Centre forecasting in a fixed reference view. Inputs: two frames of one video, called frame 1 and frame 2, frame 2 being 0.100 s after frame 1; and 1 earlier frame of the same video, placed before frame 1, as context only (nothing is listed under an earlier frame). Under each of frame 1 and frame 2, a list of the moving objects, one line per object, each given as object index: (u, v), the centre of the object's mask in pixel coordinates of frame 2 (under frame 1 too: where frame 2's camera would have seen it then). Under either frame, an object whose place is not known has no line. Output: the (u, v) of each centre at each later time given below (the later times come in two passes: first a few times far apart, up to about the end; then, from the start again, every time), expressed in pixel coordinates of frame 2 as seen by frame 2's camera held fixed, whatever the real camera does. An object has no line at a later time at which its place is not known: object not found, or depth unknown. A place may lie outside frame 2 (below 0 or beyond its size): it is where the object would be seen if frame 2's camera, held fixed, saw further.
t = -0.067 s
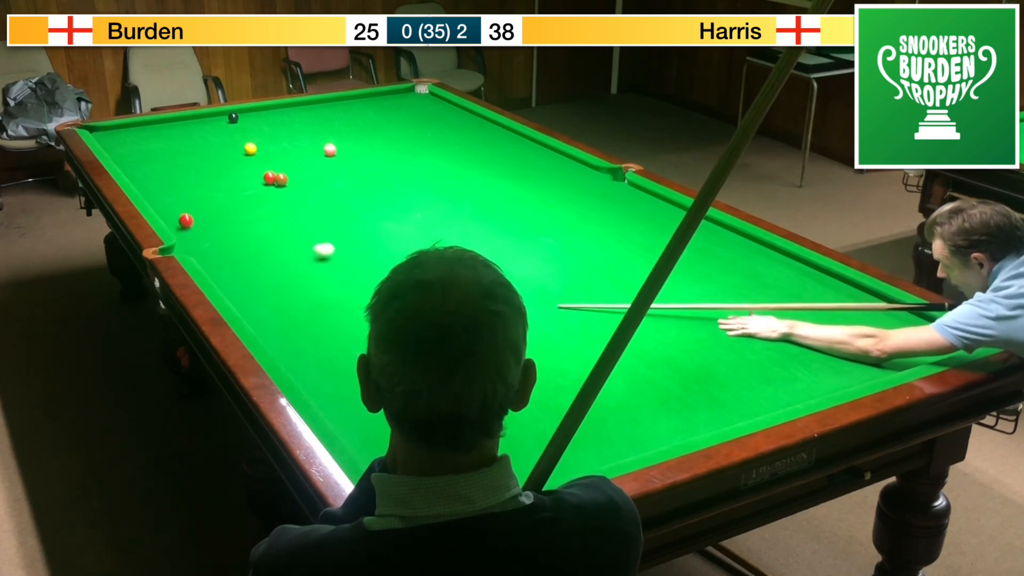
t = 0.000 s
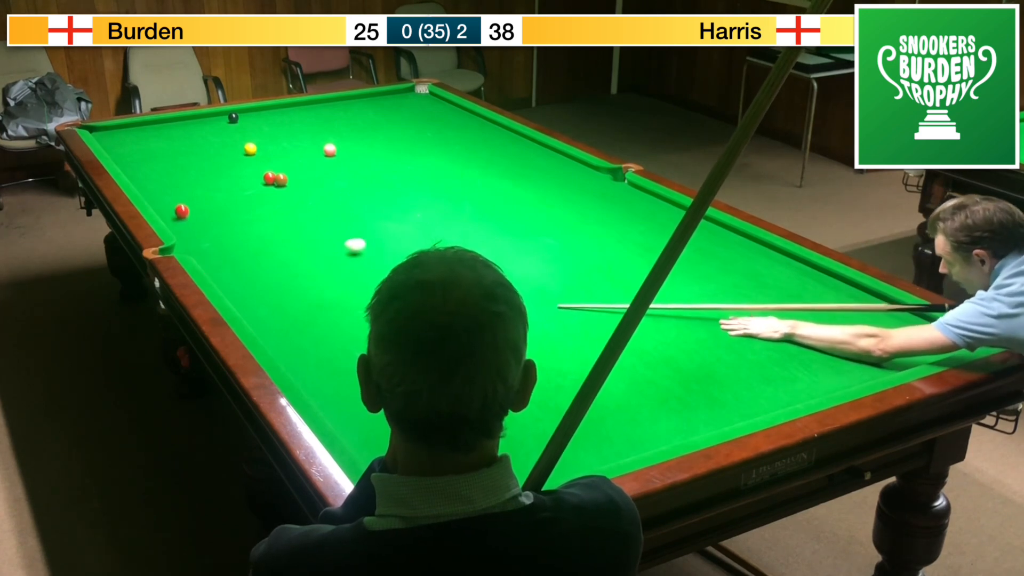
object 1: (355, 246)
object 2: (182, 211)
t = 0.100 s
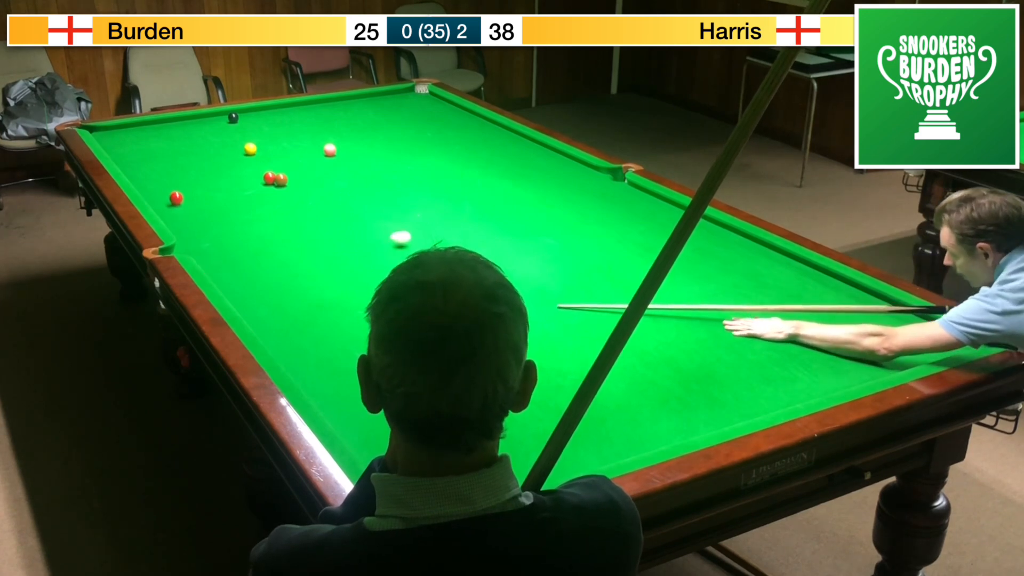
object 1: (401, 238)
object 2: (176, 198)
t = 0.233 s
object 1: (459, 229)
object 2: (169, 182)
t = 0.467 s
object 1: (553, 214)
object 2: (159, 157)
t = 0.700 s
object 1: (639, 199)
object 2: (150, 136)
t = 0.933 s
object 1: (612, 207)
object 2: (150, 126)
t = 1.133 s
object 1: (569, 217)
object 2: (166, 135)
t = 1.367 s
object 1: (519, 229)
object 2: (185, 145)
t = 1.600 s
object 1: (467, 241)
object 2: (205, 156)
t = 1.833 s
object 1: (414, 253)
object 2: (226, 167)
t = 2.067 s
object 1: (359, 267)
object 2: (247, 178)
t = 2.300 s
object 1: (303, 280)
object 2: (269, 190)
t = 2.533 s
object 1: (245, 293)
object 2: (292, 202)
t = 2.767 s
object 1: (264, 291)
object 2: (314, 214)
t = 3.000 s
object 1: (300, 285)
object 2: (338, 226)
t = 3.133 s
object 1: (320, 282)
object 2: (351, 233)
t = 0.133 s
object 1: (416, 236)
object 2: (174, 193)
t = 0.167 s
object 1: (430, 234)
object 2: (173, 189)
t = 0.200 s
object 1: (444, 231)
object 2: (171, 185)
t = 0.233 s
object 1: (459, 229)
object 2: (169, 182)
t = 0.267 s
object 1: (472, 227)
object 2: (168, 178)
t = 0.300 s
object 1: (486, 225)
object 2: (166, 174)
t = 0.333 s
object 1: (500, 222)
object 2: (164, 170)
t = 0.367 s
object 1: (513, 220)
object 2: (163, 167)
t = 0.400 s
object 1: (526, 218)
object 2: (162, 164)
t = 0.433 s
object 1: (540, 216)
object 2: (160, 160)
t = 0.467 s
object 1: (553, 214)
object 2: (159, 157)
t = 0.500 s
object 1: (565, 212)
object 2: (157, 154)
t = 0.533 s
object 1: (578, 209)
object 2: (156, 151)
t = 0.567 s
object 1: (590, 207)
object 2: (155, 148)
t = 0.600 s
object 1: (603, 205)
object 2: (154, 145)
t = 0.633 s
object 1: (615, 203)
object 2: (152, 142)
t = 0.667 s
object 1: (627, 201)
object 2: (151, 139)
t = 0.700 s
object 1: (639, 199)
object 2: (150, 136)
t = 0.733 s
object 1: (651, 197)
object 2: (149, 133)
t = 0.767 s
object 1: (652, 197)
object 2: (148, 130)
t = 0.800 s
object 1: (643, 199)
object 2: (147, 128)
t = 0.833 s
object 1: (634, 201)
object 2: (146, 125)
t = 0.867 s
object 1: (627, 203)
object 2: (145, 123)
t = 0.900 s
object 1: (619, 205)
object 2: (147, 124)
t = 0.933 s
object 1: (612, 207)
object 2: (150, 126)
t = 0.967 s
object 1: (605, 208)
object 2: (152, 127)
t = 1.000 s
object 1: (598, 210)
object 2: (155, 129)
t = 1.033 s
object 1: (591, 212)
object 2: (158, 130)
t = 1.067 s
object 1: (584, 214)
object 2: (161, 132)
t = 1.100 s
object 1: (577, 215)
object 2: (163, 133)
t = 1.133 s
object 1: (569, 217)
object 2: (166, 135)
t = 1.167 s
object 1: (562, 219)
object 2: (169, 136)
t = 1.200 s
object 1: (555, 220)
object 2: (172, 138)
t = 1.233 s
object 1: (548, 222)
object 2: (174, 139)
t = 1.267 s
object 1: (541, 224)
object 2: (177, 141)
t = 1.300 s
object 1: (534, 226)
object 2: (180, 142)
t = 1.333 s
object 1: (526, 227)
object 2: (183, 144)
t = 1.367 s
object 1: (519, 229)
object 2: (185, 145)
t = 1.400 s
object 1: (512, 231)
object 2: (188, 147)
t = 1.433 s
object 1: (505, 233)
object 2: (191, 148)
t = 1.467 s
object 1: (497, 234)
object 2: (194, 150)
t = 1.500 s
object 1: (490, 236)
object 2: (197, 151)
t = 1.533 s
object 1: (482, 238)
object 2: (200, 153)
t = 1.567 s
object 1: (475, 240)
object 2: (203, 154)
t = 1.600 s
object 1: (467, 241)
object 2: (205, 156)
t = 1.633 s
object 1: (460, 243)
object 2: (208, 157)
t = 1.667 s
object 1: (453, 244)
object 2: (211, 159)
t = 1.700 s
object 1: (445, 245)
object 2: (214, 160)
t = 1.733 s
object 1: (437, 246)
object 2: (217, 162)
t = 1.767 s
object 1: (429, 248)
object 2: (220, 164)
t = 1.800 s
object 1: (422, 250)
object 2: (223, 165)
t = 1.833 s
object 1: (414, 253)
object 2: (226, 167)
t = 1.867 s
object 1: (406, 255)
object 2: (229, 169)
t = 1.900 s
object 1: (399, 258)
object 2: (232, 170)
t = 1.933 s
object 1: (391, 259)
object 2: (235, 172)
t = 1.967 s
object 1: (383, 261)
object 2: (238, 173)
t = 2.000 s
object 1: (375, 263)
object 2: (241, 175)
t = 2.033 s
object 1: (367, 265)
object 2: (244, 177)
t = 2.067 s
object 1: (359, 267)
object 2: (247, 178)
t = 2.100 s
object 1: (351, 269)
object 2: (250, 180)
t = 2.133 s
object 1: (343, 271)
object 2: (253, 182)
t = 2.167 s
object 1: (335, 273)
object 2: (256, 183)
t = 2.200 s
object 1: (327, 274)
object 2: (259, 185)
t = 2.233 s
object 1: (319, 276)
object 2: (263, 187)
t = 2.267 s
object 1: (311, 278)
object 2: (266, 189)
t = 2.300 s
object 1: (303, 280)
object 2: (269, 190)
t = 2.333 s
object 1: (294, 282)
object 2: (272, 192)
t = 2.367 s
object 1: (286, 284)
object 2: (276, 193)
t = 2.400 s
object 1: (278, 285)
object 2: (279, 195)
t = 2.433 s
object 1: (270, 287)
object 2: (282, 197)
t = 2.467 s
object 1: (262, 289)
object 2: (285, 198)
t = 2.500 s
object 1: (253, 291)
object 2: (288, 200)
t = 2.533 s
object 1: (245, 293)
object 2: (292, 202)
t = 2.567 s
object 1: (237, 295)
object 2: (295, 203)
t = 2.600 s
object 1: (234, 295)
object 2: (298, 205)
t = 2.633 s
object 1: (241, 295)
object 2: (301, 207)
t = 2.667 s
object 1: (247, 294)
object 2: (304, 208)
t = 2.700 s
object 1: (253, 293)
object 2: (308, 210)
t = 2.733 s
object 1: (258, 292)
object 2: (311, 212)
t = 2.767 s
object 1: (264, 291)
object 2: (314, 214)
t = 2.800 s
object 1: (269, 290)
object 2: (318, 216)
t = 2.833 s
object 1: (275, 289)
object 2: (321, 217)
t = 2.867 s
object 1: (280, 289)
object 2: (324, 219)
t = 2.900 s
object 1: (285, 288)
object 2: (328, 221)
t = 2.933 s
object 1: (290, 287)
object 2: (331, 223)
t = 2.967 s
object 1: (295, 286)
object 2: (334, 224)
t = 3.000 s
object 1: (300, 285)
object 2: (338, 226)
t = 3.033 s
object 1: (305, 284)
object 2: (341, 228)
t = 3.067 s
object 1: (310, 284)
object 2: (344, 229)
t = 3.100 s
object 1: (315, 283)
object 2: (348, 231)
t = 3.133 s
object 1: (320, 282)
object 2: (351, 233)
